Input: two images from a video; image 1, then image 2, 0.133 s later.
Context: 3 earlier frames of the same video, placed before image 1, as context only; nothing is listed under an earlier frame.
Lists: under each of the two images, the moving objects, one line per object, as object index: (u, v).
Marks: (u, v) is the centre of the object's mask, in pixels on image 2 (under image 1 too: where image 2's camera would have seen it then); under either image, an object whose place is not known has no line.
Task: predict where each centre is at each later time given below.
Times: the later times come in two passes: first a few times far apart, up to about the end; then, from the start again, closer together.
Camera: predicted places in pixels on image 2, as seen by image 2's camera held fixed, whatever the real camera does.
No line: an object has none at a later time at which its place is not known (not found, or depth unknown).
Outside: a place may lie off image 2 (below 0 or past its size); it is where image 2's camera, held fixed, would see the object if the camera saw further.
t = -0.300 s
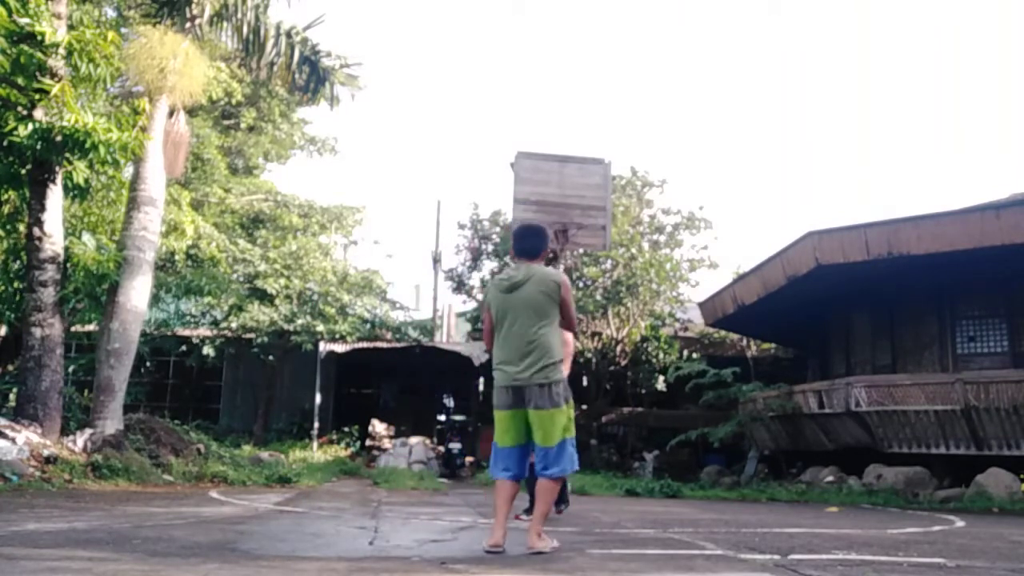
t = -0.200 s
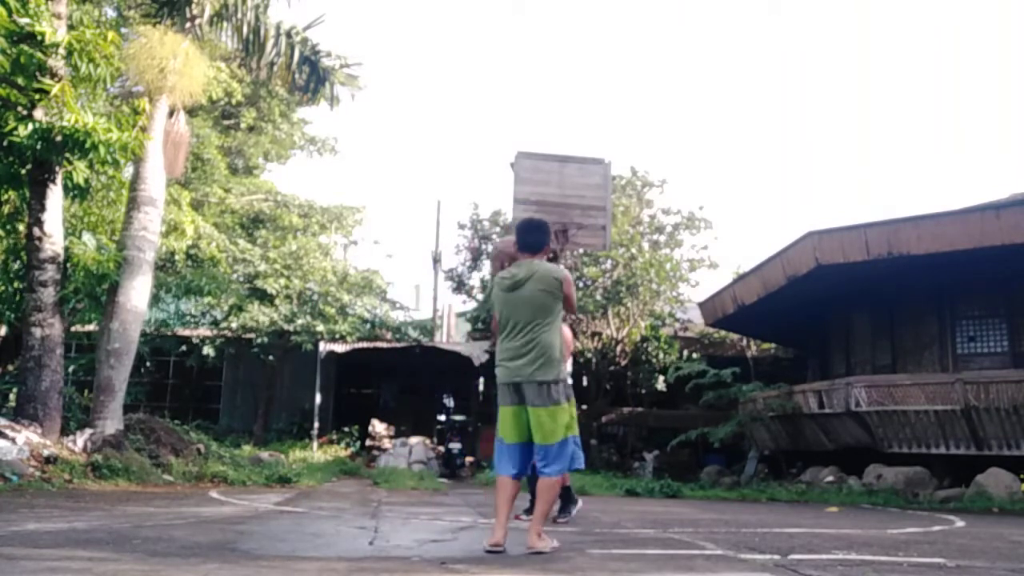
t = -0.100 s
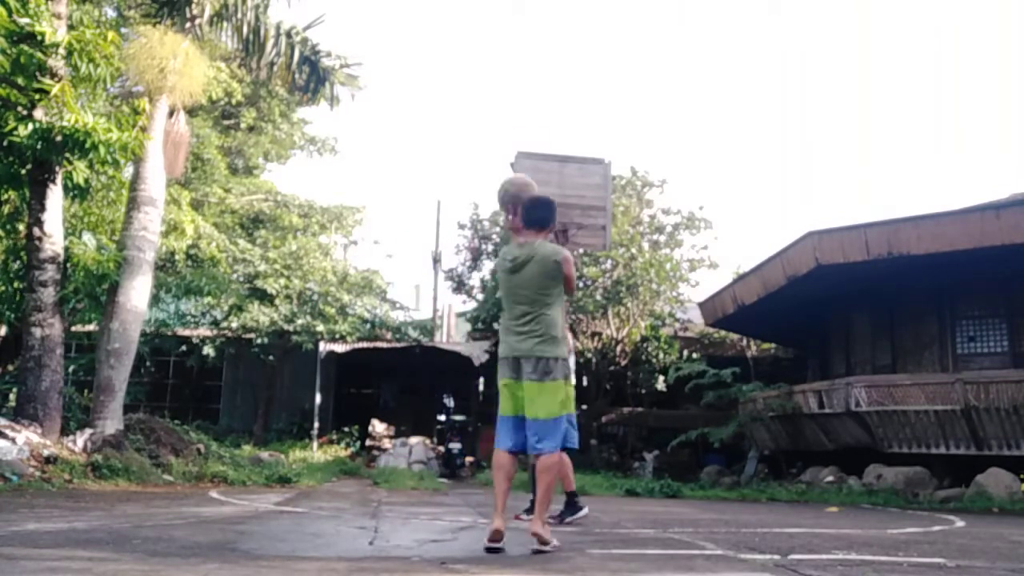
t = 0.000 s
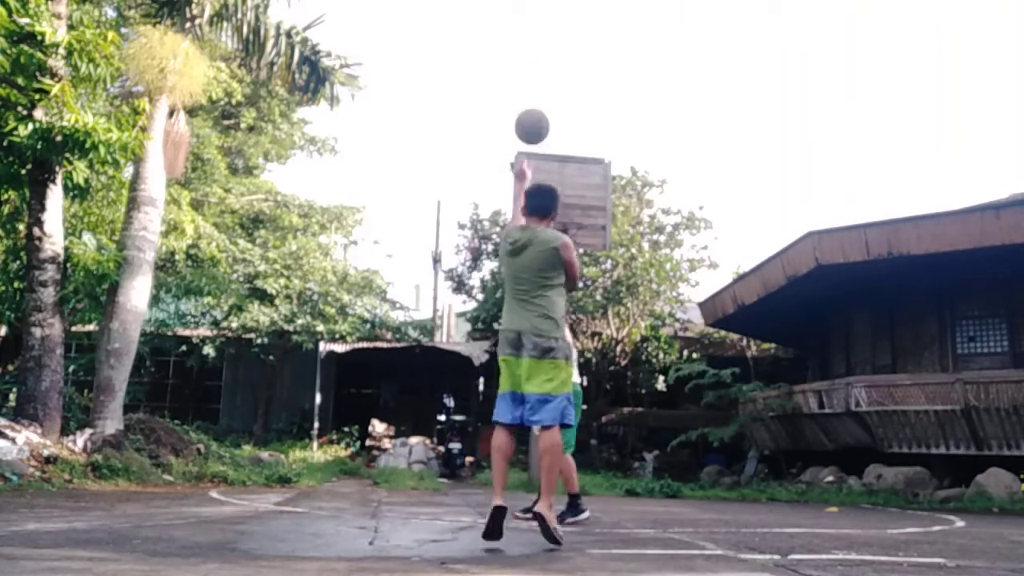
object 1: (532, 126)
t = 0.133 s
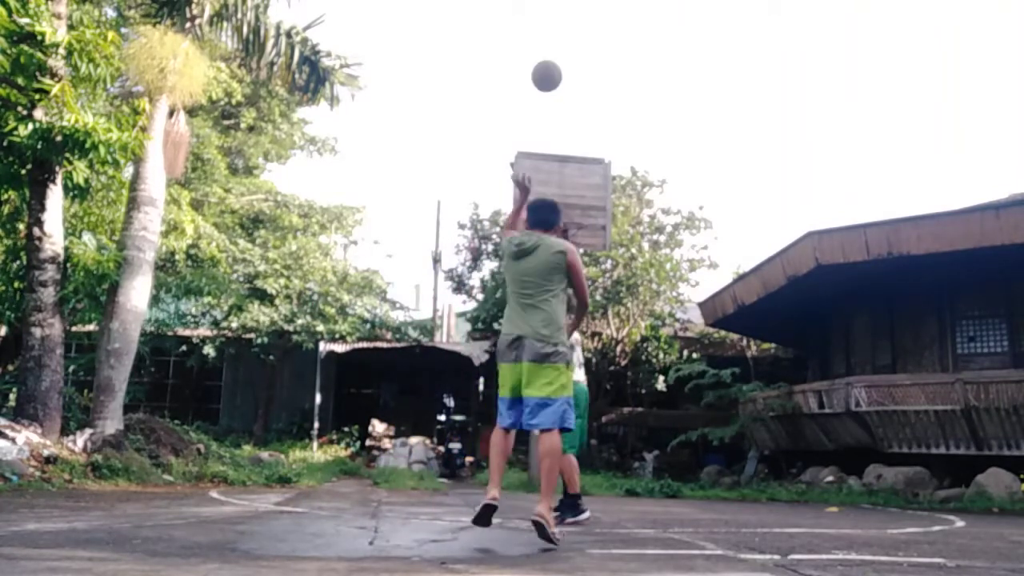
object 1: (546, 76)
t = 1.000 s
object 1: (576, 214)
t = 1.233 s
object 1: (531, 188)
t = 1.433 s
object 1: (506, 187)
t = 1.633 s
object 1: (478, 223)
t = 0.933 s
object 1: (581, 205)
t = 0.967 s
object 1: (582, 217)
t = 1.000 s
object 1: (576, 214)
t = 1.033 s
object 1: (568, 209)
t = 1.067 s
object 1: (560, 204)
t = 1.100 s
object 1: (553, 200)
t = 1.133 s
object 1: (545, 200)
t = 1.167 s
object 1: (538, 197)
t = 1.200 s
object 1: (535, 191)
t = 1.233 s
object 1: (531, 188)
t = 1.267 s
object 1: (528, 186)
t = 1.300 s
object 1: (523, 184)
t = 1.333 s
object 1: (519, 183)
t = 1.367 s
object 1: (515, 184)
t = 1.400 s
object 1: (511, 184)
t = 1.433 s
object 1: (506, 187)
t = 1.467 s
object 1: (502, 190)
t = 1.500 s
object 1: (497, 195)
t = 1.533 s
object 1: (493, 201)
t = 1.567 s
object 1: (489, 208)
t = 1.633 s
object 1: (478, 223)
